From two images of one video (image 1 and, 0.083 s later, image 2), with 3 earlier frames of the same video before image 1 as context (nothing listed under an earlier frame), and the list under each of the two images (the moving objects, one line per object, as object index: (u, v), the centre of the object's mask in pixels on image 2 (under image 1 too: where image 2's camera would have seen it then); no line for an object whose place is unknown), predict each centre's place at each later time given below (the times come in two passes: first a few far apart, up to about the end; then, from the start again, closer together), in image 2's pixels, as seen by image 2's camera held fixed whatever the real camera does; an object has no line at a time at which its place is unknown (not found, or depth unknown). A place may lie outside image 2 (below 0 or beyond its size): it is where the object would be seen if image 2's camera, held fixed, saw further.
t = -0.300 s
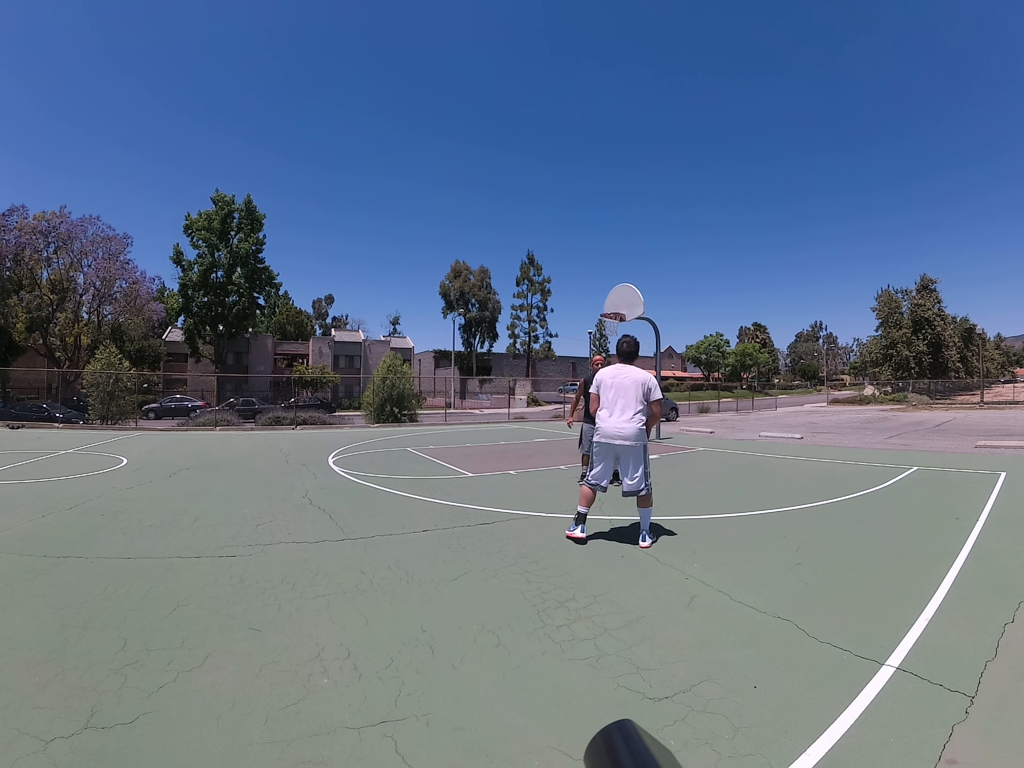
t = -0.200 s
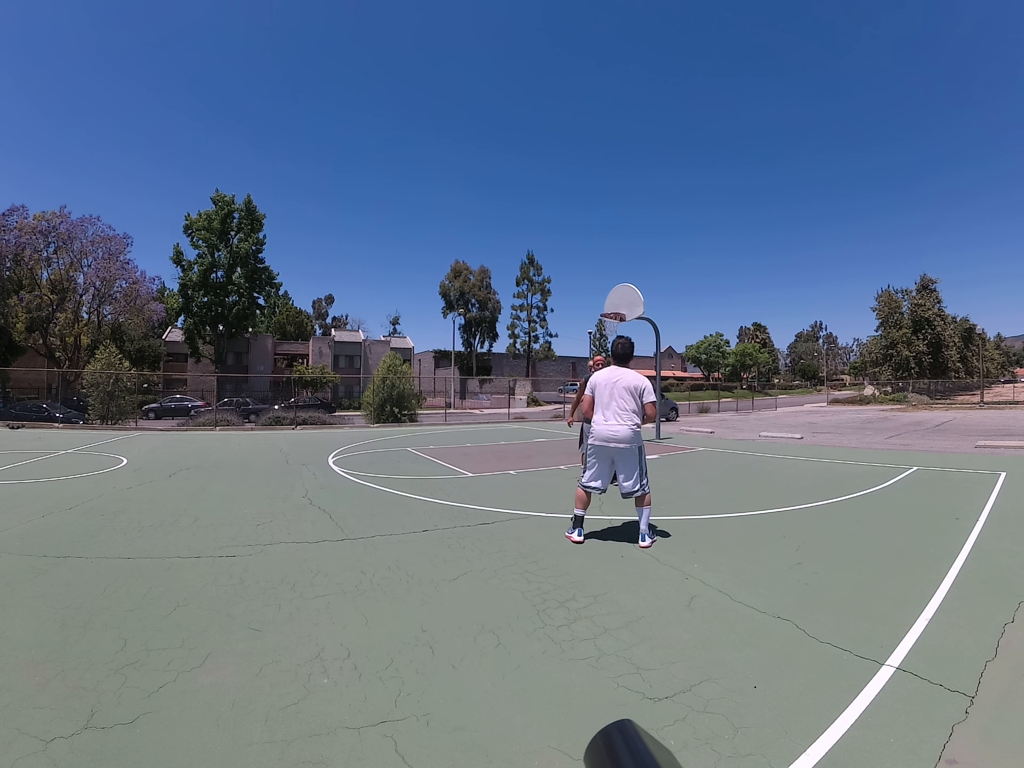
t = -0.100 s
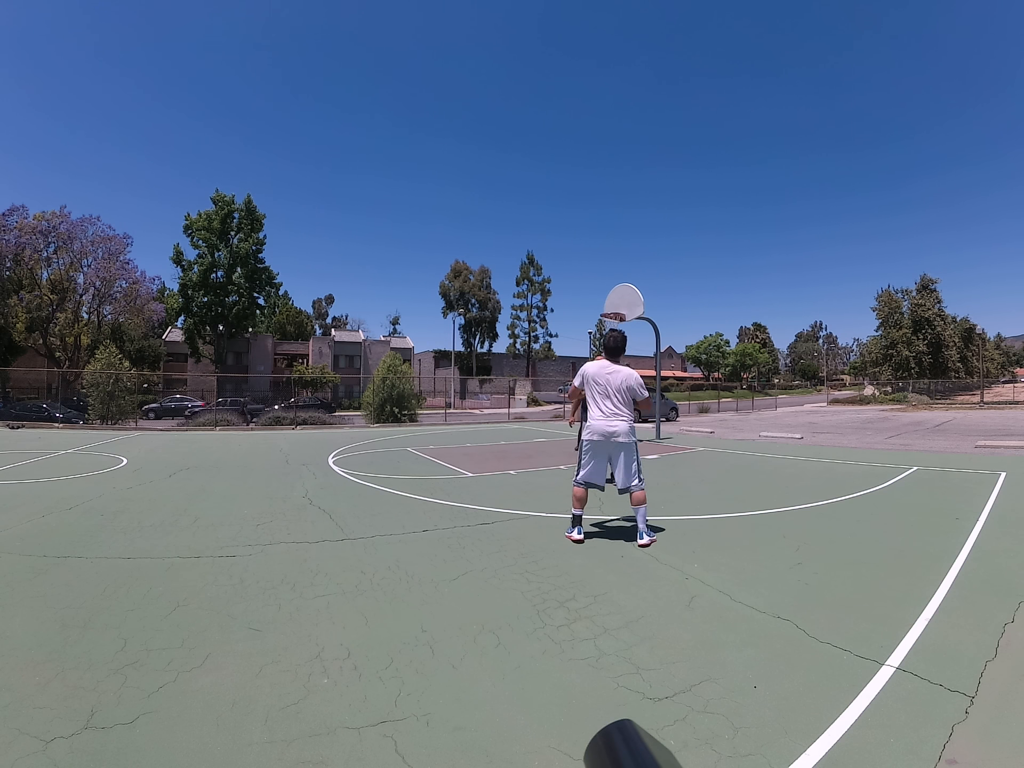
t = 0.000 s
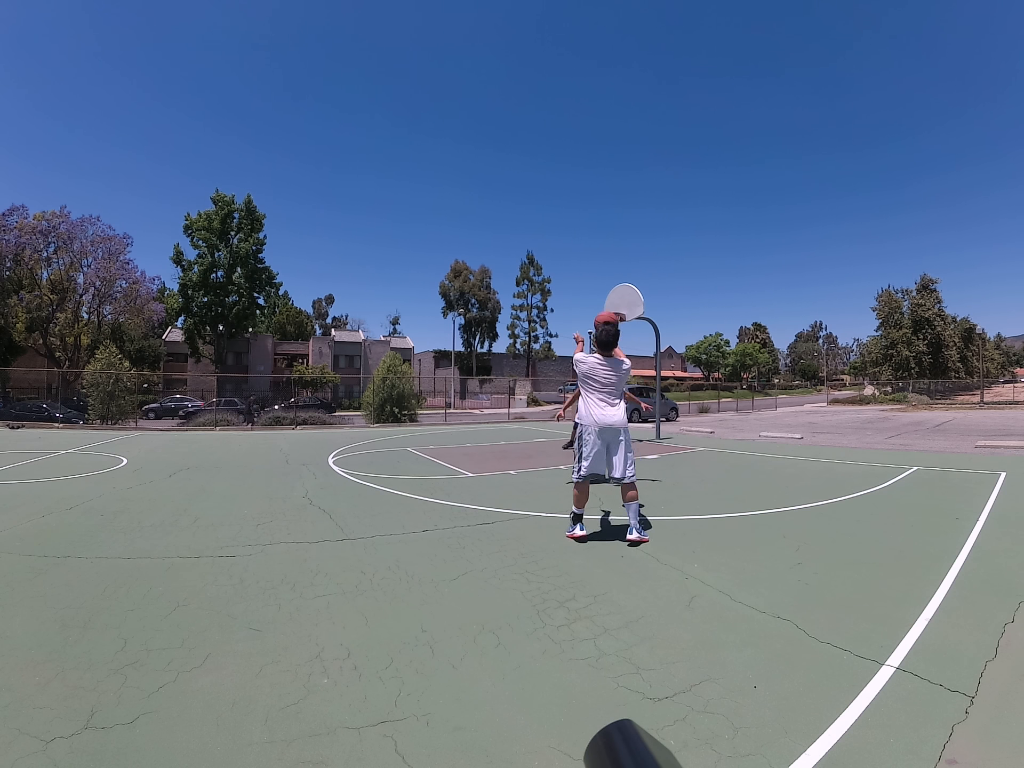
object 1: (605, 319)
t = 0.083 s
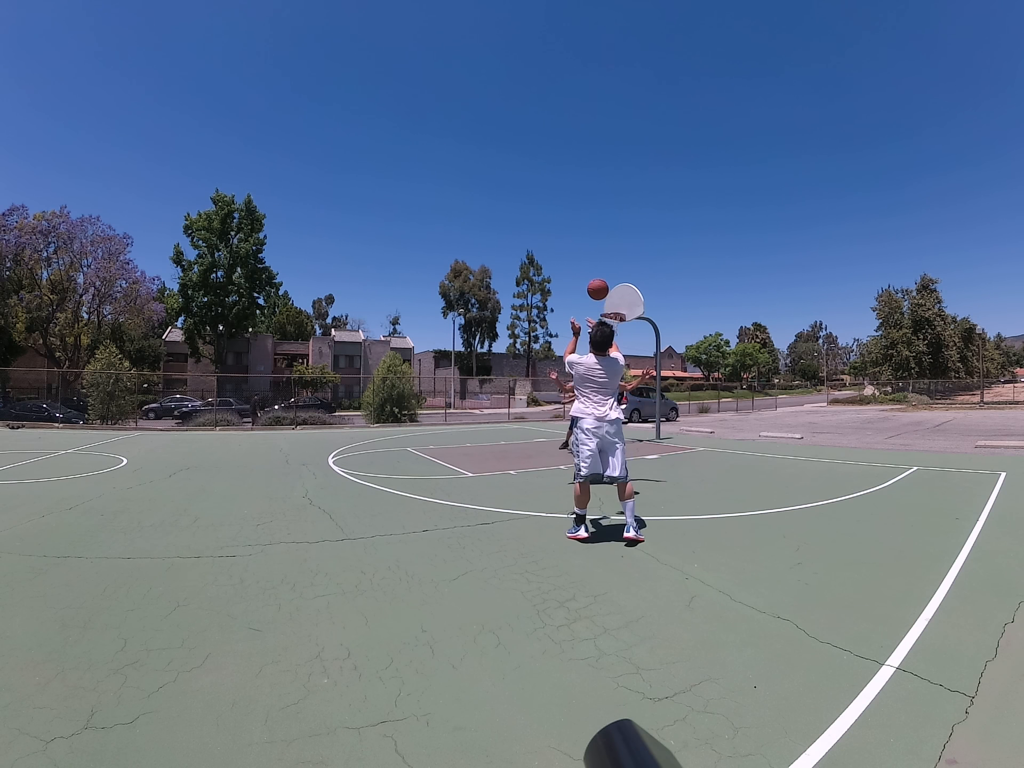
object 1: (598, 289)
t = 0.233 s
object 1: (587, 256)
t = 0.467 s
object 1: (578, 246)
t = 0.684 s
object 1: (574, 260)
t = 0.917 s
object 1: (571, 292)
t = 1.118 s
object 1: (569, 328)
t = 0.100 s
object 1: (596, 284)
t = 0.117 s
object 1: (595, 279)
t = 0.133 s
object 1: (594, 275)
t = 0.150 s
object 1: (592, 271)
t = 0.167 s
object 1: (591, 267)
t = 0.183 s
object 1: (590, 264)
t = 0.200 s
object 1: (589, 261)
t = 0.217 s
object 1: (588, 259)
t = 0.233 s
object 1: (587, 256)
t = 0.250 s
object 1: (586, 254)
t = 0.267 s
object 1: (585, 253)
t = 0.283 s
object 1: (585, 251)
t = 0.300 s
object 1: (584, 250)
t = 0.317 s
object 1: (583, 248)
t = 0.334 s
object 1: (582, 247)
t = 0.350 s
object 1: (582, 247)
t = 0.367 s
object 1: (581, 246)
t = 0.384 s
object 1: (581, 246)
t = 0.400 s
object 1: (580, 246)
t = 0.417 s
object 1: (579, 245)
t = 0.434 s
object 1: (579, 245)
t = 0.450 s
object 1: (579, 245)
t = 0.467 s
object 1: (578, 246)
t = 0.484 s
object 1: (578, 246)
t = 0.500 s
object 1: (577, 247)
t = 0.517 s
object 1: (577, 247)
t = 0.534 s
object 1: (576, 248)
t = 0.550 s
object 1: (576, 249)
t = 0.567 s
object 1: (576, 250)
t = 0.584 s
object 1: (575, 251)
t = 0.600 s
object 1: (575, 253)
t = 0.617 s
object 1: (575, 254)
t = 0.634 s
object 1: (574, 255)
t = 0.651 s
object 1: (574, 257)
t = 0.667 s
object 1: (574, 258)
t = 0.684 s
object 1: (574, 260)
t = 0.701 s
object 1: (573, 262)
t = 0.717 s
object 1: (573, 264)
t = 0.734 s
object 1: (573, 266)
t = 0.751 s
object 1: (573, 268)
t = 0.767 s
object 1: (572, 270)
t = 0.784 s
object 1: (572, 272)
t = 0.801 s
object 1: (572, 274)
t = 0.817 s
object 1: (572, 277)
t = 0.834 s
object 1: (572, 279)
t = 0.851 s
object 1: (571, 281)
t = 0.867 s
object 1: (571, 284)
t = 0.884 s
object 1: (571, 286)
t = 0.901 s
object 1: (571, 289)
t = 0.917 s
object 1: (571, 292)
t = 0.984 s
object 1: (570, 303)
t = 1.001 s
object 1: (570, 306)
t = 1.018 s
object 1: (570, 309)
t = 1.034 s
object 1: (570, 312)
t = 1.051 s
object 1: (570, 315)
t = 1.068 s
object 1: (570, 318)
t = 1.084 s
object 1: (570, 322)
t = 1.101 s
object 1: (569, 325)
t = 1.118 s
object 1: (569, 328)
